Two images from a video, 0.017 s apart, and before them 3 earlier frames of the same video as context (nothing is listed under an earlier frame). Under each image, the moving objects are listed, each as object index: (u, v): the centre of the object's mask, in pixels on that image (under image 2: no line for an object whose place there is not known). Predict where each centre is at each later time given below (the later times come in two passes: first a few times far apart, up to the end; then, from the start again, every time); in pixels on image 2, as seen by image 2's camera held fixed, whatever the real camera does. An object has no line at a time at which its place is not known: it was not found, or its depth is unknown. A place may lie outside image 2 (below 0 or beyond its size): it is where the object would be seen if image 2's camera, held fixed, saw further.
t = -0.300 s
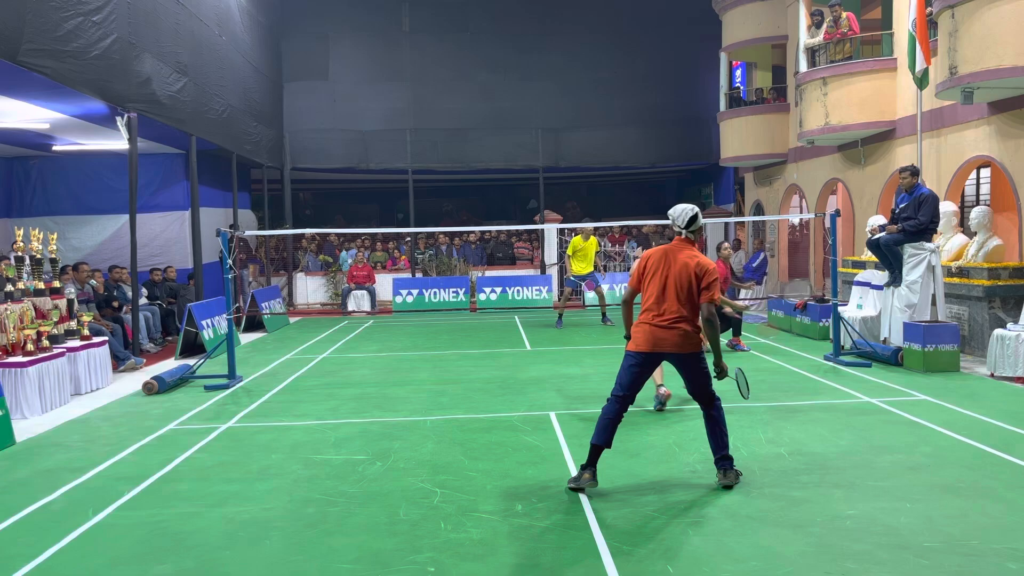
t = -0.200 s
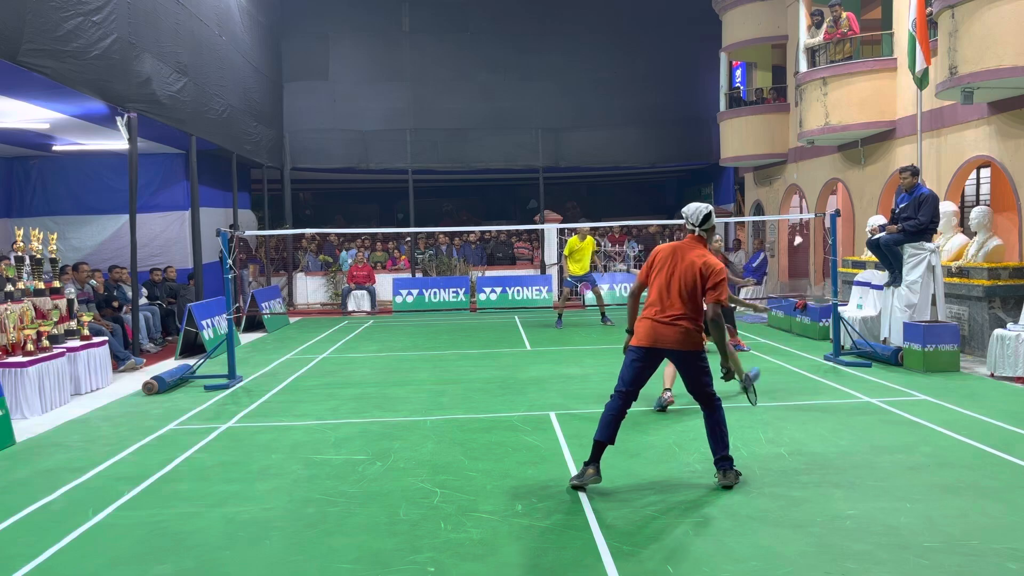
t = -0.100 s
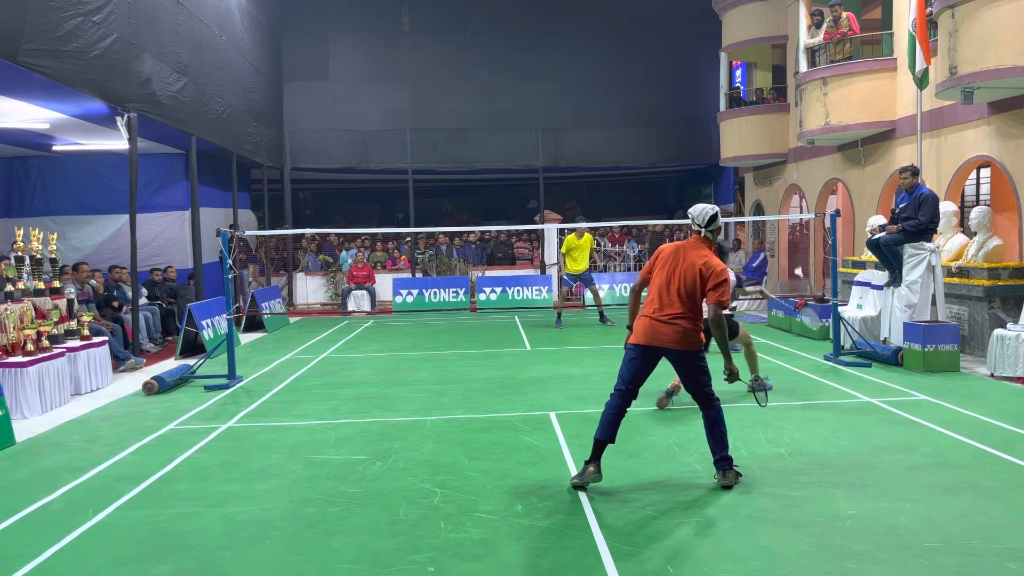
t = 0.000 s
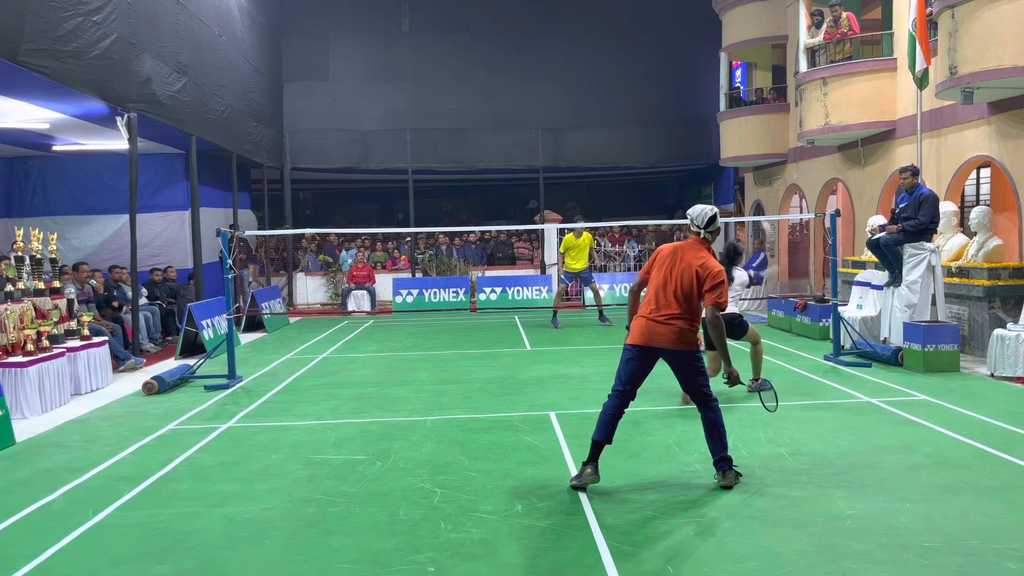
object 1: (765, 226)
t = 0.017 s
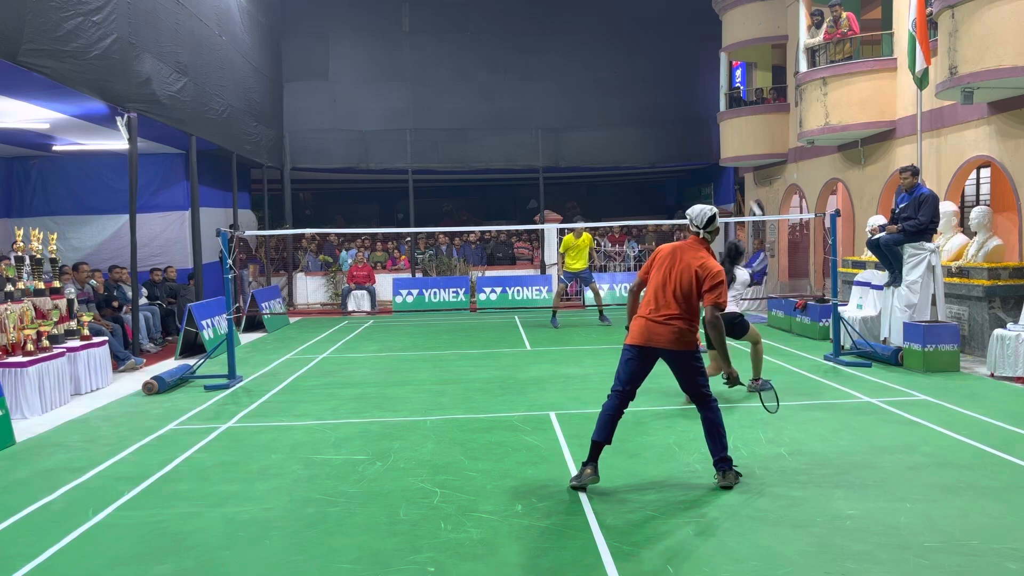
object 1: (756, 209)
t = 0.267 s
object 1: (669, 84)
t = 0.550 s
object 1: (630, 65)
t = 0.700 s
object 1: (616, 77)
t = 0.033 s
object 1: (744, 192)
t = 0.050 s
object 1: (736, 179)
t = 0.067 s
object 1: (729, 167)
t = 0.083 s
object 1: (722, 156)
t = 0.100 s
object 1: (715, 146)
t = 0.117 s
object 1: (709, 137)
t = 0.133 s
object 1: (704, 128)
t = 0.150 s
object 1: (698, 121)
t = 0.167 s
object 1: (693, 114)
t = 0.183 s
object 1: (689, 107)
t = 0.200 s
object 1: (684, 102)
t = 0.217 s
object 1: (680, 96)
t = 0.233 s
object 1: (676, 92)
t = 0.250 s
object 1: (673, 88)
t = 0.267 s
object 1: (669, 84)
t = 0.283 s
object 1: (666, 80)
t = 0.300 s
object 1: (663, 77)
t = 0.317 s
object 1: (660, 75)
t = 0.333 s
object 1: (656, 73)
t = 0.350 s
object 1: (654, 70)
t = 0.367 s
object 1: (651, 69)
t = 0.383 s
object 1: (649, 67)
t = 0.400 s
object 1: (647, 66)
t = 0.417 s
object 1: (644, 65)
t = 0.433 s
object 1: (642, 64)
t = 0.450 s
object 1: (640, 64)
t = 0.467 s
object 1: (638, 63)
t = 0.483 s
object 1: (636, 64)
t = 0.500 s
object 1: (635, 64)
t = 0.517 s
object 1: (634, 64)
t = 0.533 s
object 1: (632, 64)
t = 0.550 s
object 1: (630, 65)
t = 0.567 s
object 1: (628, 65)
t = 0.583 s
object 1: (626, 66)
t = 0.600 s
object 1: (624, 67)
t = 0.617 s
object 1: (623, 68)
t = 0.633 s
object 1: (621, 70)
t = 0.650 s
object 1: (620, 72)
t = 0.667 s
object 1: (618, 73)
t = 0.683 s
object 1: (617, 75)
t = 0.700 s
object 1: (616, 77)
